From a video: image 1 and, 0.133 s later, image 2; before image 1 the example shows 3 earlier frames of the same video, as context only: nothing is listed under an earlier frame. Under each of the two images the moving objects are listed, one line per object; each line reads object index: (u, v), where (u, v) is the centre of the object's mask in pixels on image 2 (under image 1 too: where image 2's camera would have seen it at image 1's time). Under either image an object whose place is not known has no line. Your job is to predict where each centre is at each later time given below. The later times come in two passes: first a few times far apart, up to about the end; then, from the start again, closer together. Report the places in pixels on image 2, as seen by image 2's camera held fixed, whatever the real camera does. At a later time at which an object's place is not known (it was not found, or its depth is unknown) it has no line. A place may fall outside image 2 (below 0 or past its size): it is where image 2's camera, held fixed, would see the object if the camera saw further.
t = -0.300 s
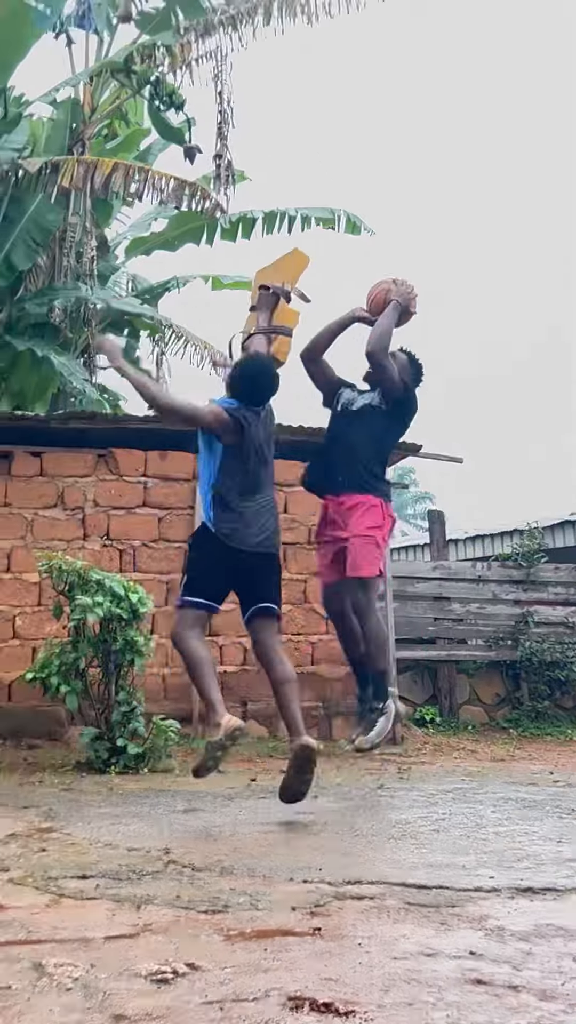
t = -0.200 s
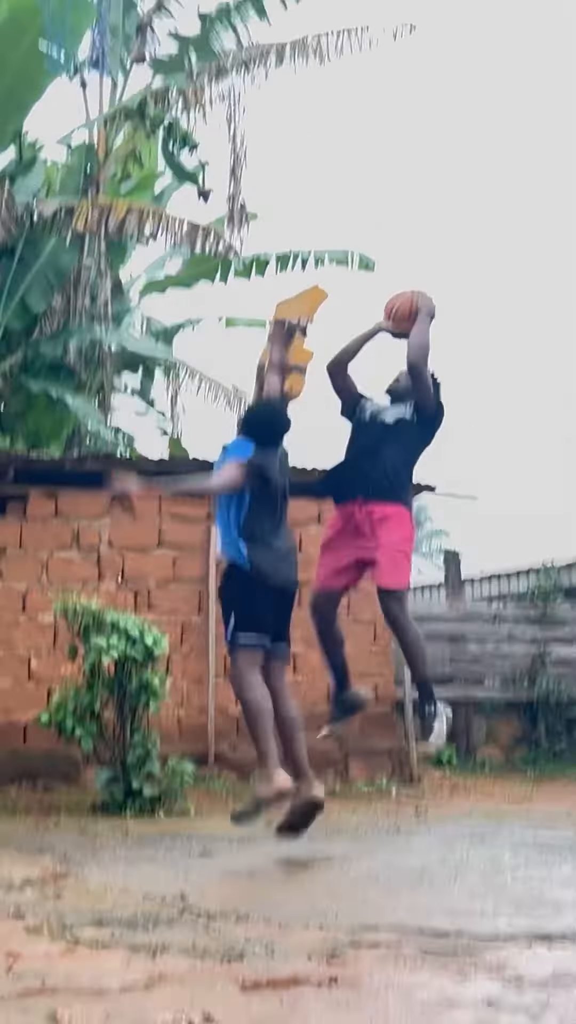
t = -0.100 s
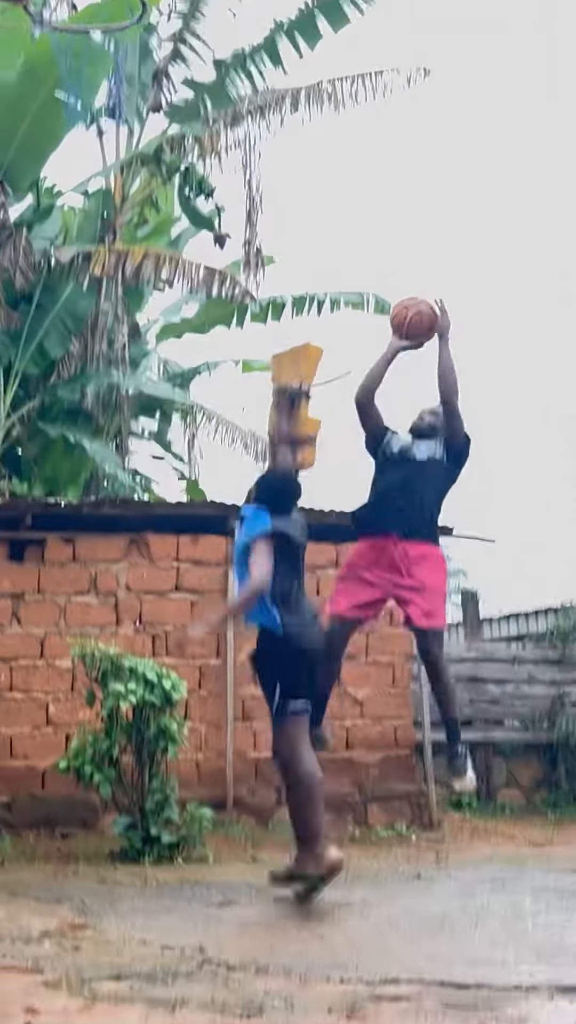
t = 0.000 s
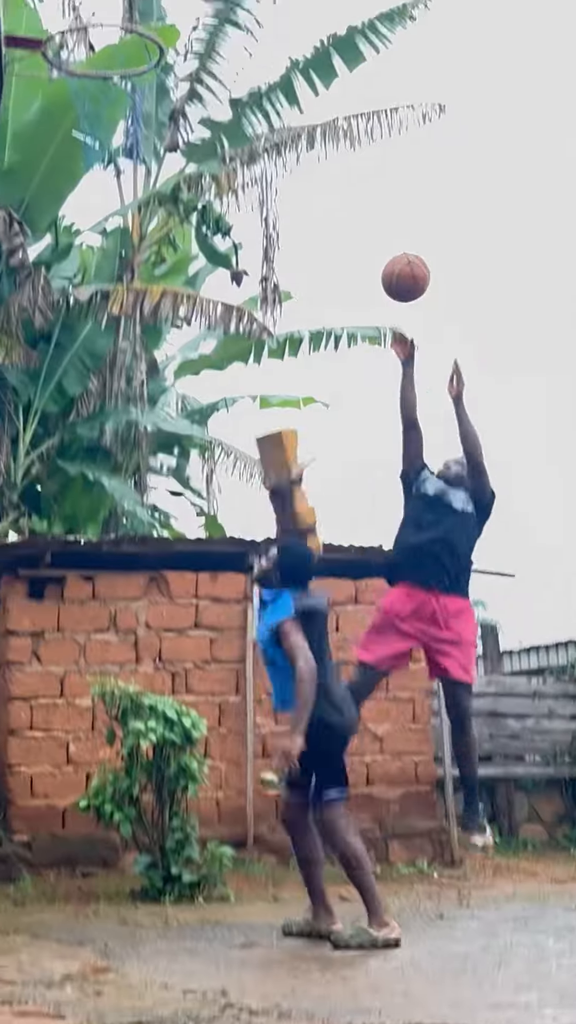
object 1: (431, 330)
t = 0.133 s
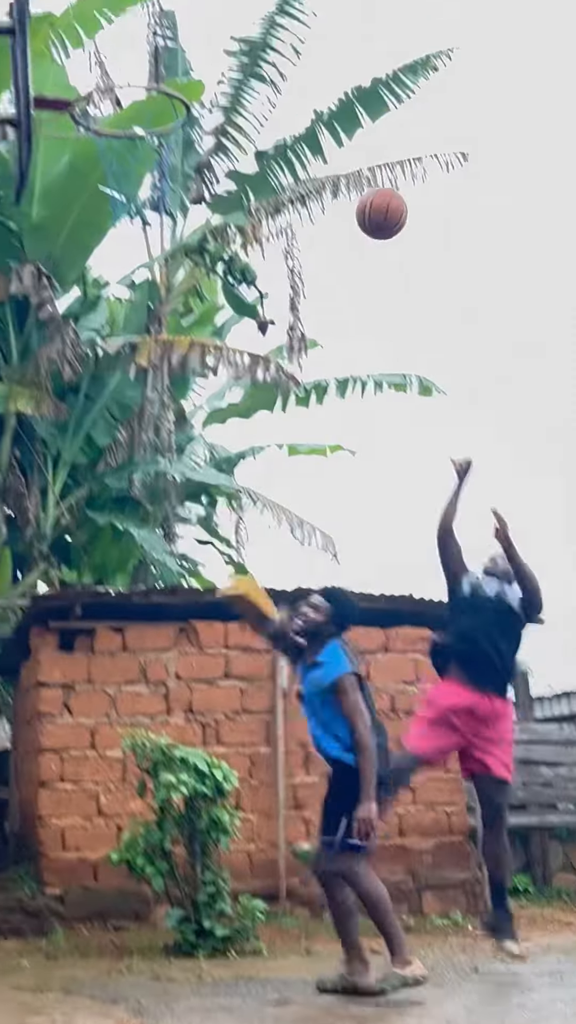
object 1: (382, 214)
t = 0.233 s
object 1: (343, 145)
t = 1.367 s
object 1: (241, 403)
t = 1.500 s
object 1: (278, 557)
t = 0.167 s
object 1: (369, 190)
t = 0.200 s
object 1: (357, 167)
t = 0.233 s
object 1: (343, 145)
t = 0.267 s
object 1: (331, 128)
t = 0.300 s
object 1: (319, 110)
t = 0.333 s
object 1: (306, 96)
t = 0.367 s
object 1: (292, 84)
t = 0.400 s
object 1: (278, 73)
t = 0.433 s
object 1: (265, 66)
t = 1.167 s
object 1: (188, 253)
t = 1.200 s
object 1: (196, 272)
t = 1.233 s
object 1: (205, 293)
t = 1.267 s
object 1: (214, 316)
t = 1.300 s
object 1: (223, 344)
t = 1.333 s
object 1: (232, 372)
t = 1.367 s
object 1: (241, 403)
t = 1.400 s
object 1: (250, 438)
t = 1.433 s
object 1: (258, 474)
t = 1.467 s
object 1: (268, 514)
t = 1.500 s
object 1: (278, 557)
